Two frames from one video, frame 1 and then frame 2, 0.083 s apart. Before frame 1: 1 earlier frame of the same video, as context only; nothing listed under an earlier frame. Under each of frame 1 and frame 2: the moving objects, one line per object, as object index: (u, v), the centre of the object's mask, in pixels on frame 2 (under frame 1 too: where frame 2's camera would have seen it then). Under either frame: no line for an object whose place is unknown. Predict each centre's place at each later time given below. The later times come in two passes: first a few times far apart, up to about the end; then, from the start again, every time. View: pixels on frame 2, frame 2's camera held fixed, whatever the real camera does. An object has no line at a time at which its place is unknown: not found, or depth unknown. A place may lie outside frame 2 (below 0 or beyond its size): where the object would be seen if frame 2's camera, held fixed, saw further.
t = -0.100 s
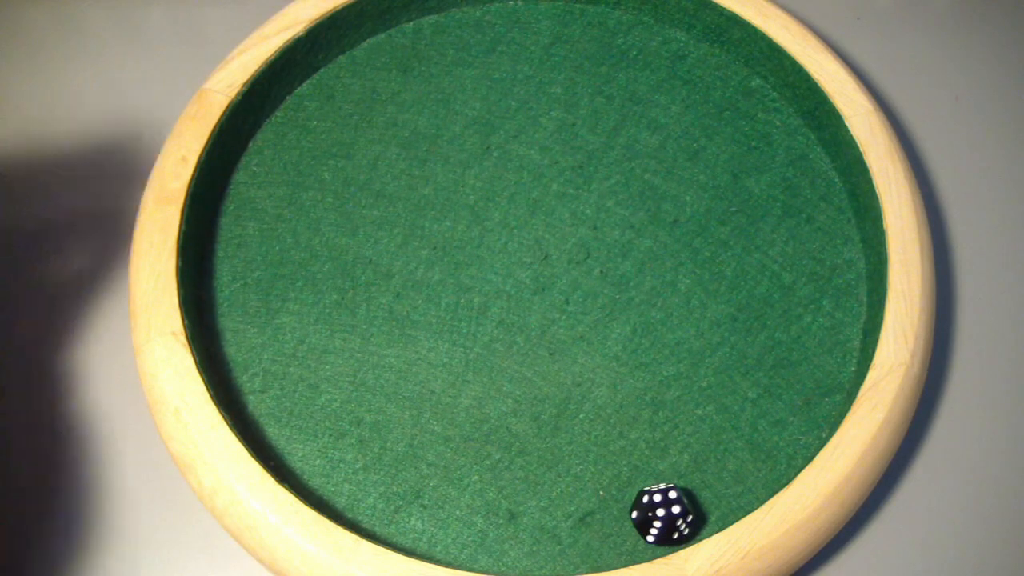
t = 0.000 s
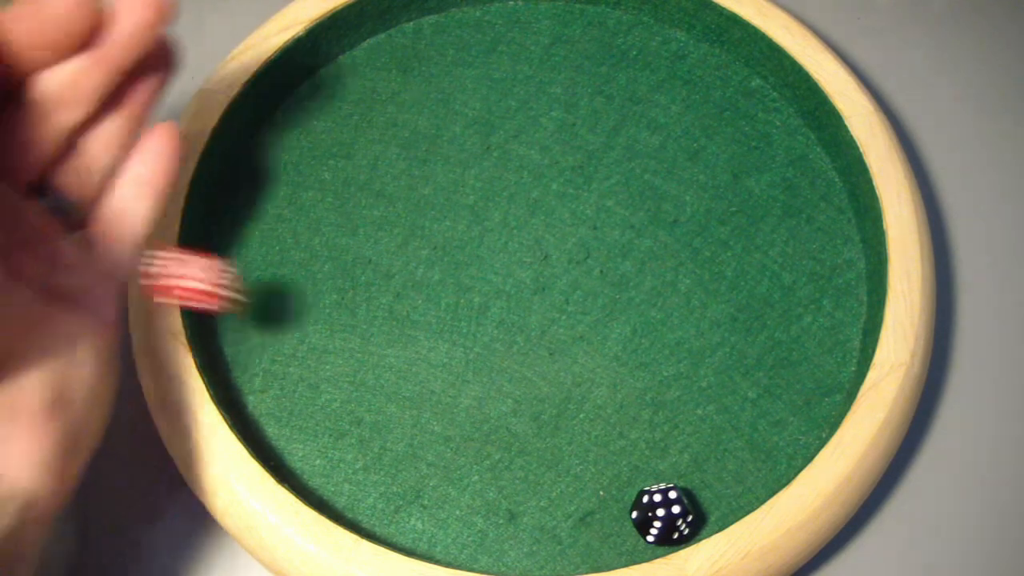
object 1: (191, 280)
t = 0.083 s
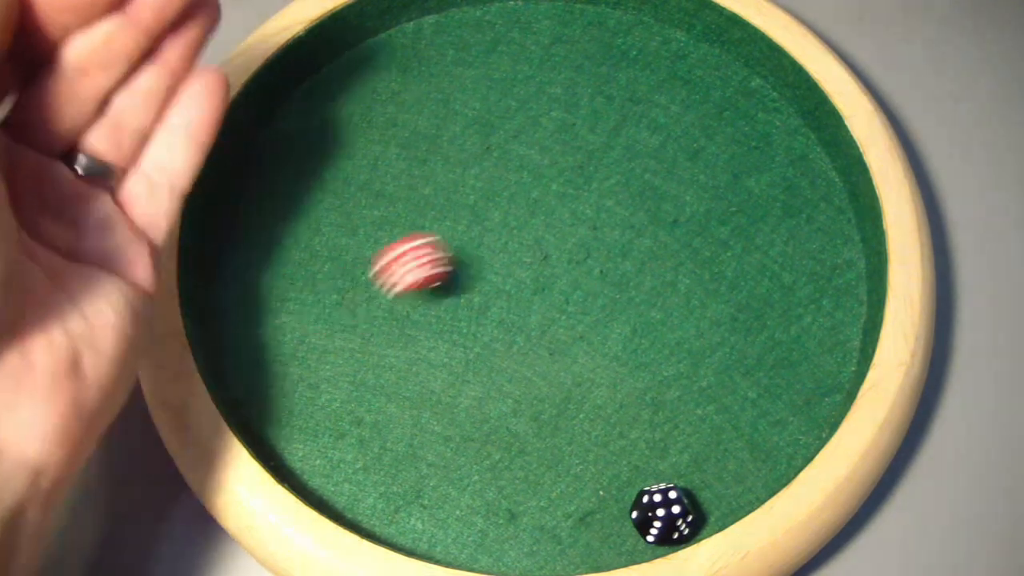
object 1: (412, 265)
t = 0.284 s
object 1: (809, 177)
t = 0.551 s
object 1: (611, 254)
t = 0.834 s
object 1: (503, 284)
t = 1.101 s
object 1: (501, 284)
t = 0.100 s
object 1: (446, 253)
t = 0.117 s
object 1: (480, 244)
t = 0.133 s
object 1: (512, 238)
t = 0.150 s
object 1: (544, 235)
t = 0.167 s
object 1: (579, 226)
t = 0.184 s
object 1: (612, 215)
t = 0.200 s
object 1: (645, 208)
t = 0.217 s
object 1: (680, 201)
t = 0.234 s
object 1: (712, 195)
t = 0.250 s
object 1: (745, 190)
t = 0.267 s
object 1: (777, 182)
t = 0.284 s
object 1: (809, 177)
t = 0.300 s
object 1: (829, 179)
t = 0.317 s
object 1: (812, 184)
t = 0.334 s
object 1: (793, 186)
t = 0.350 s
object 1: (777, 190)
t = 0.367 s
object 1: (759, 197)
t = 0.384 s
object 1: (742, 203)
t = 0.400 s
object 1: (728, 207)
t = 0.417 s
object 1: (711, 213)
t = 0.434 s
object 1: (696, 223)
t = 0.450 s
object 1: (682, 226)
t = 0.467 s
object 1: (667, 232)
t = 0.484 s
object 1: (653, 239)
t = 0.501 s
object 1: (643, 241)
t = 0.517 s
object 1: (629, 247)
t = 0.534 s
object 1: (619, 252)
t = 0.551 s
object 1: (611, 254)
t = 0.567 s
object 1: (600, 260)
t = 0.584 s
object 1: (592, 264)
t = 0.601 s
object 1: (586, 267)
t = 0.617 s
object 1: (581, 270)
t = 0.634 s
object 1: (575, 276)
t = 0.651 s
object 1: (568, 280)
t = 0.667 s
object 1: (561, 283)
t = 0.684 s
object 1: (556, 284)
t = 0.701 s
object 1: (550, 284)
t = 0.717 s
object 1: (543, 286)
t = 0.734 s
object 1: (537, 288)
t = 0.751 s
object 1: (530, 288)
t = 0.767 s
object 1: (524, 287)
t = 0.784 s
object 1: (519, 285)
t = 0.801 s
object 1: (515, 285)
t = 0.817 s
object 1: (509, 284)
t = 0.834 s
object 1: (503, 284)
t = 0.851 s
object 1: (499, 283)
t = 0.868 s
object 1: (496, 283)
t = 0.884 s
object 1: (495, 283)
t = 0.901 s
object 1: (495, 283)
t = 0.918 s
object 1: (496, 283)
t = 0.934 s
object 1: (498, 284)
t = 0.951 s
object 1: (501, 284)
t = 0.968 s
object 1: (505, 284)
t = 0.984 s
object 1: (508, 284)
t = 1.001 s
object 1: (509, 283)
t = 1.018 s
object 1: (509, 284)
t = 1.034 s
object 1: (506, 284)
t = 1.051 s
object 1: (504, 284)
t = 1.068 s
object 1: (501, 283)
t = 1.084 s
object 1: (500, 283)
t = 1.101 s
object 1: (501, 284)
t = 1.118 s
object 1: (503, 284)
